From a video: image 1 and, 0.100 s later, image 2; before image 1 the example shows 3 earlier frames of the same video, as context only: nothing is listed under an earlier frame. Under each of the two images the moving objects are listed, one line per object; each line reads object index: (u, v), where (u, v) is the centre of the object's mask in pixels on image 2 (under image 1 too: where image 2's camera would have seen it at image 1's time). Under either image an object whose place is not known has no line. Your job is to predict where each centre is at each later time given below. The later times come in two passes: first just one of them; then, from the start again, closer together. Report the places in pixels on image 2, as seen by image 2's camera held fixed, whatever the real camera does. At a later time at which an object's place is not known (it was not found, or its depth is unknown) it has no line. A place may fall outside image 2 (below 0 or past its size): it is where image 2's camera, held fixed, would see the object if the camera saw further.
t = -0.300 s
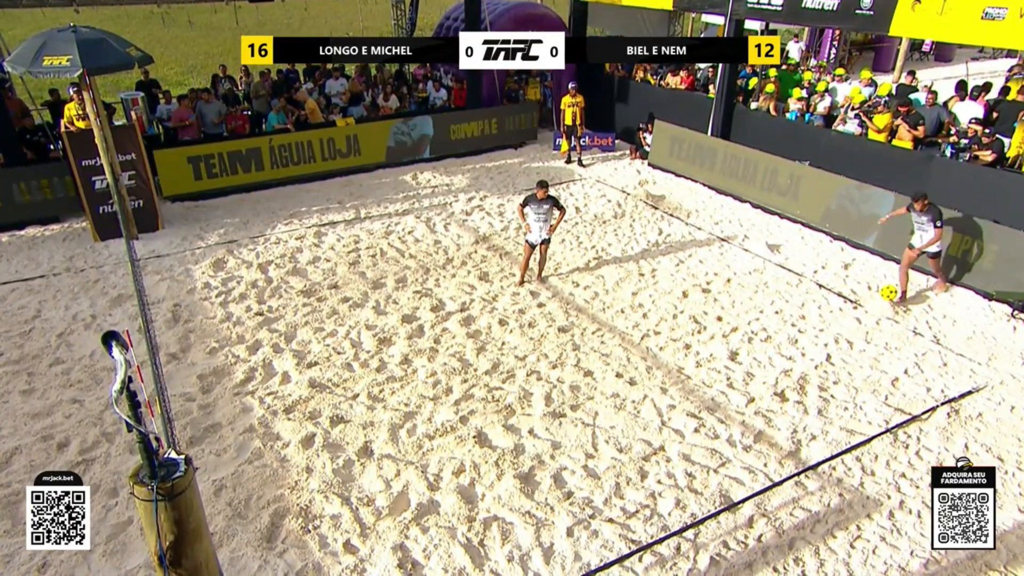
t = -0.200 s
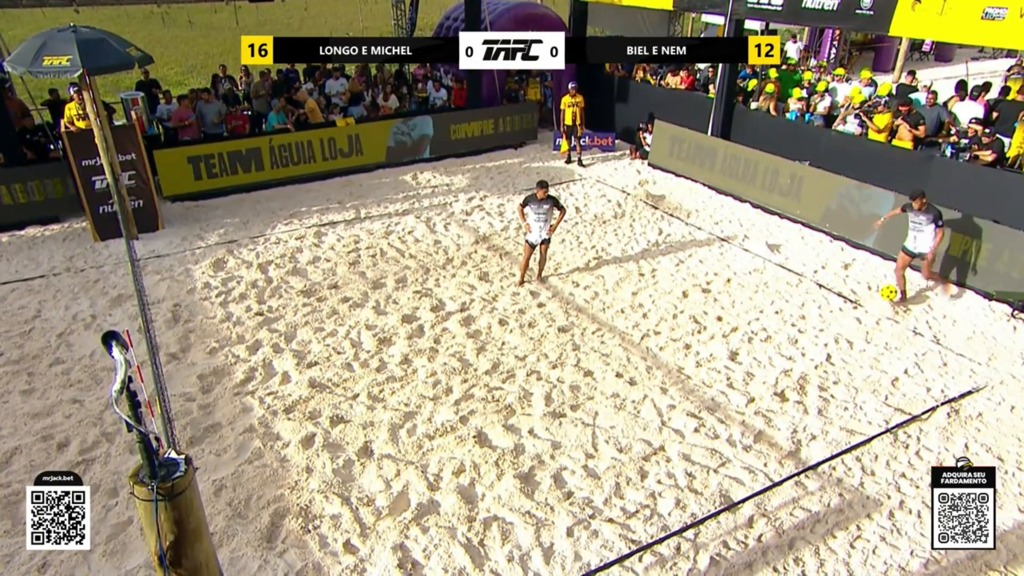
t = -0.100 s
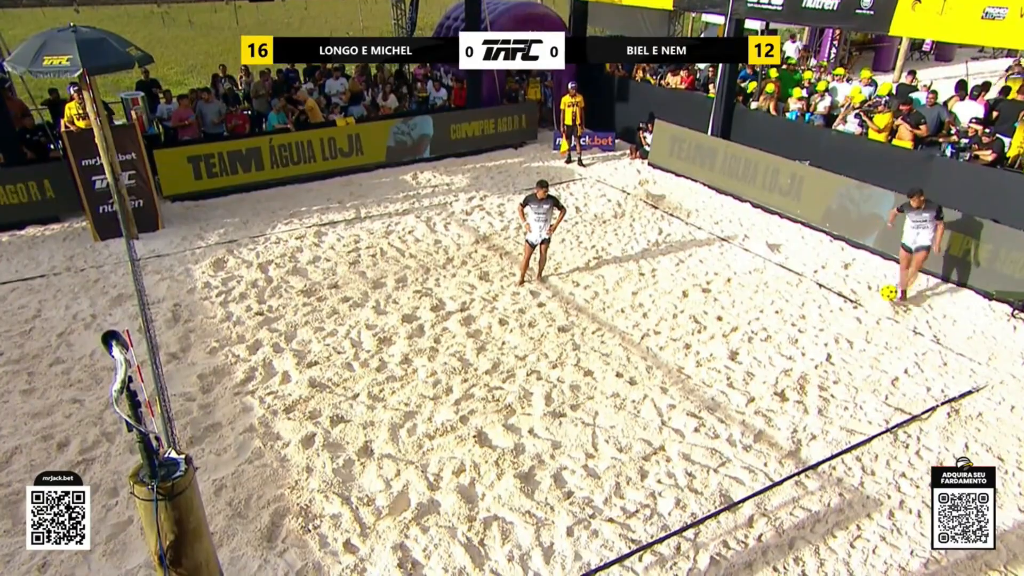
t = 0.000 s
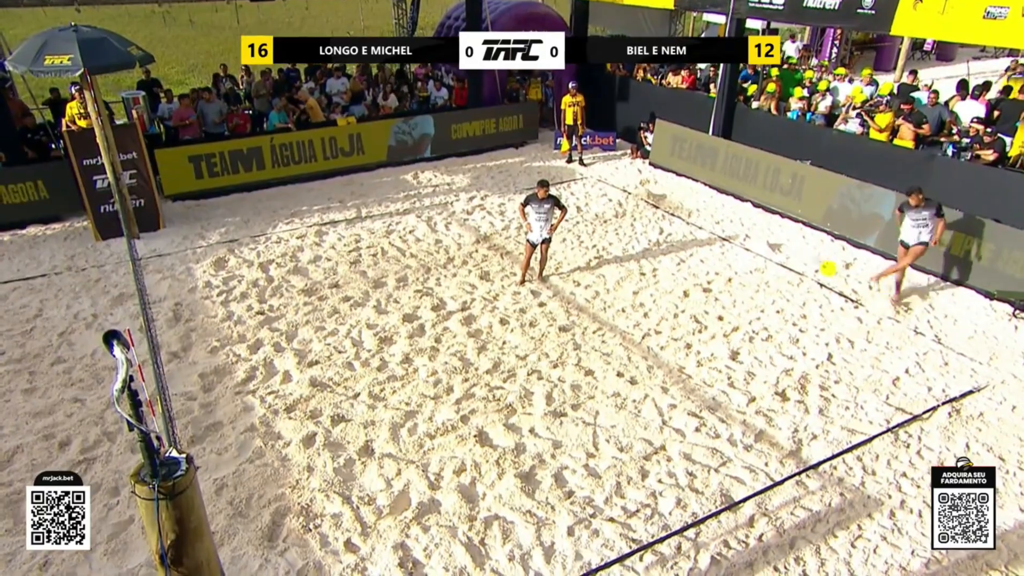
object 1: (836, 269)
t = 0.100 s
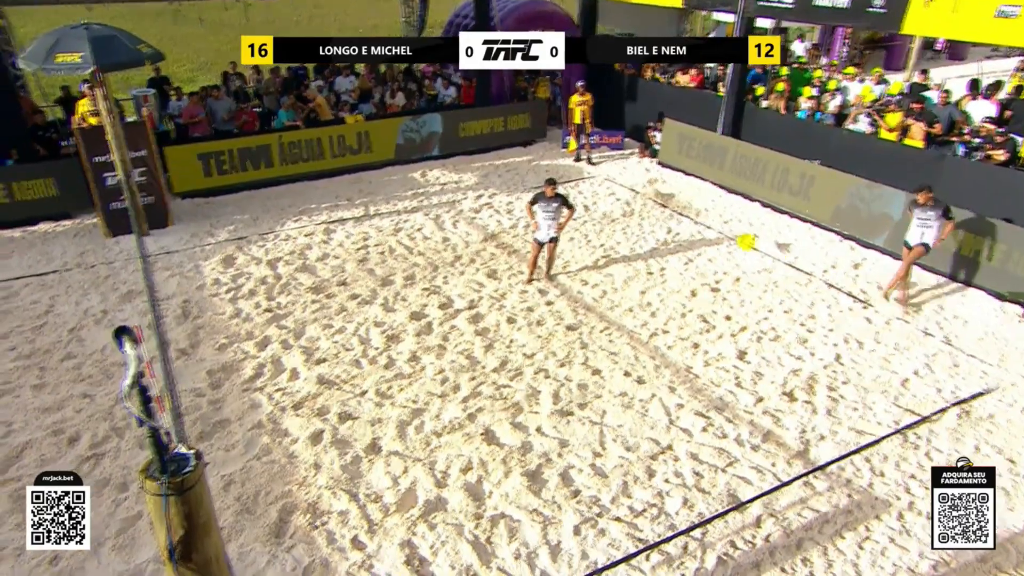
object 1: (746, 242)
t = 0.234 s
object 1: (607, 215)
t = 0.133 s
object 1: (714, 235)
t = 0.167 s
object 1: (679, 228)
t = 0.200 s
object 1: (644, 221)
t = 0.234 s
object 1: (607, 215)
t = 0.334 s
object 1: (486, 201)
